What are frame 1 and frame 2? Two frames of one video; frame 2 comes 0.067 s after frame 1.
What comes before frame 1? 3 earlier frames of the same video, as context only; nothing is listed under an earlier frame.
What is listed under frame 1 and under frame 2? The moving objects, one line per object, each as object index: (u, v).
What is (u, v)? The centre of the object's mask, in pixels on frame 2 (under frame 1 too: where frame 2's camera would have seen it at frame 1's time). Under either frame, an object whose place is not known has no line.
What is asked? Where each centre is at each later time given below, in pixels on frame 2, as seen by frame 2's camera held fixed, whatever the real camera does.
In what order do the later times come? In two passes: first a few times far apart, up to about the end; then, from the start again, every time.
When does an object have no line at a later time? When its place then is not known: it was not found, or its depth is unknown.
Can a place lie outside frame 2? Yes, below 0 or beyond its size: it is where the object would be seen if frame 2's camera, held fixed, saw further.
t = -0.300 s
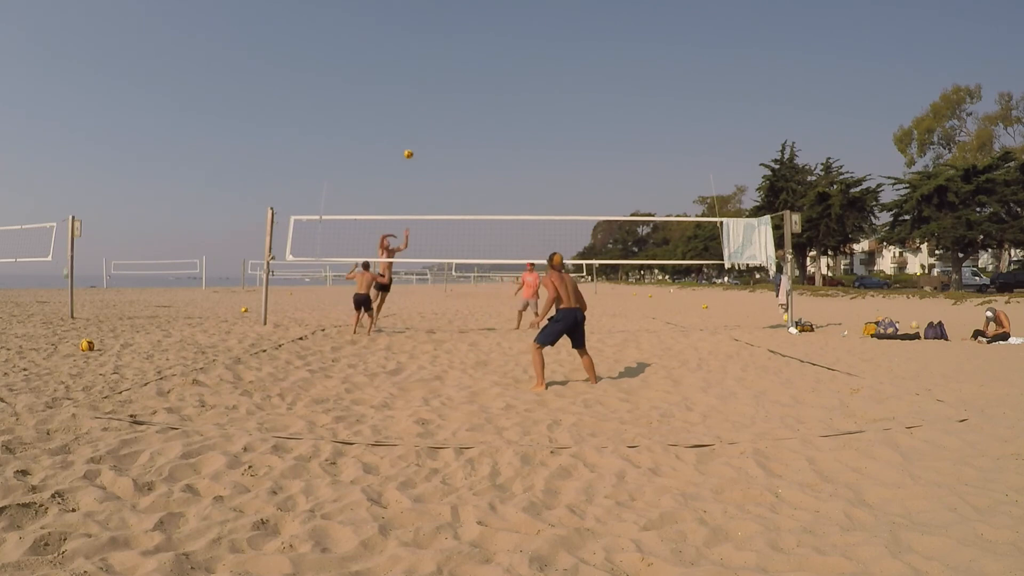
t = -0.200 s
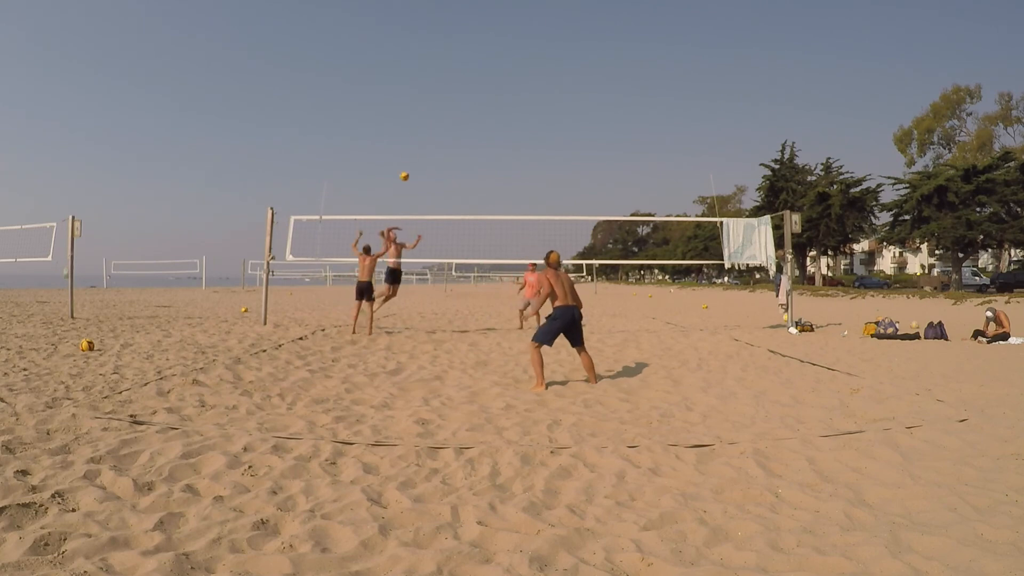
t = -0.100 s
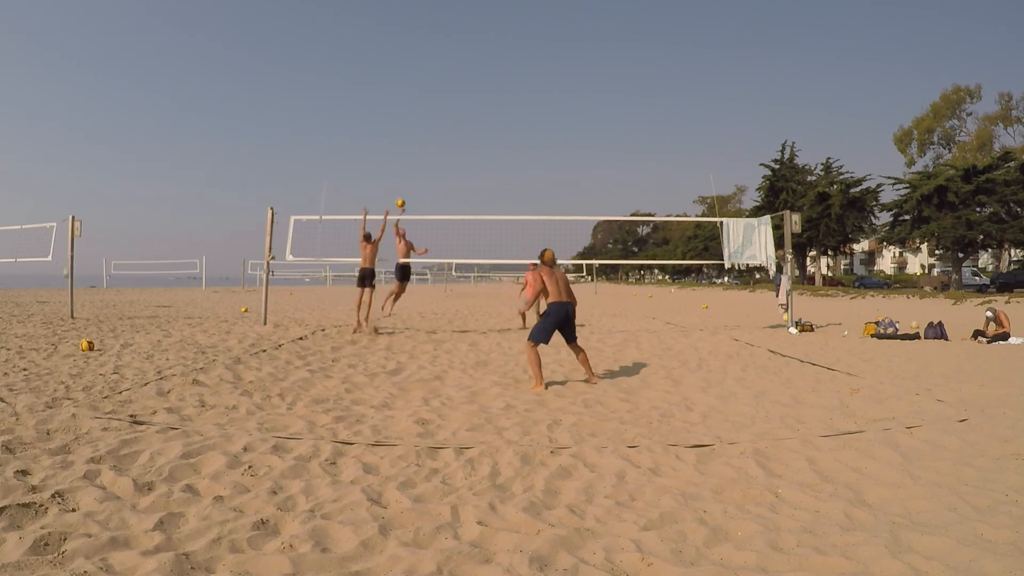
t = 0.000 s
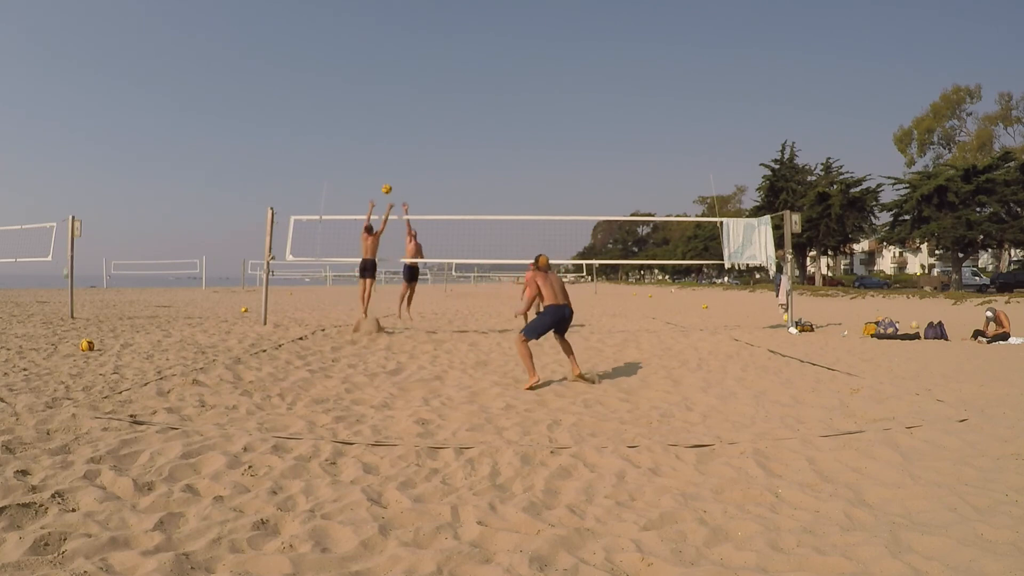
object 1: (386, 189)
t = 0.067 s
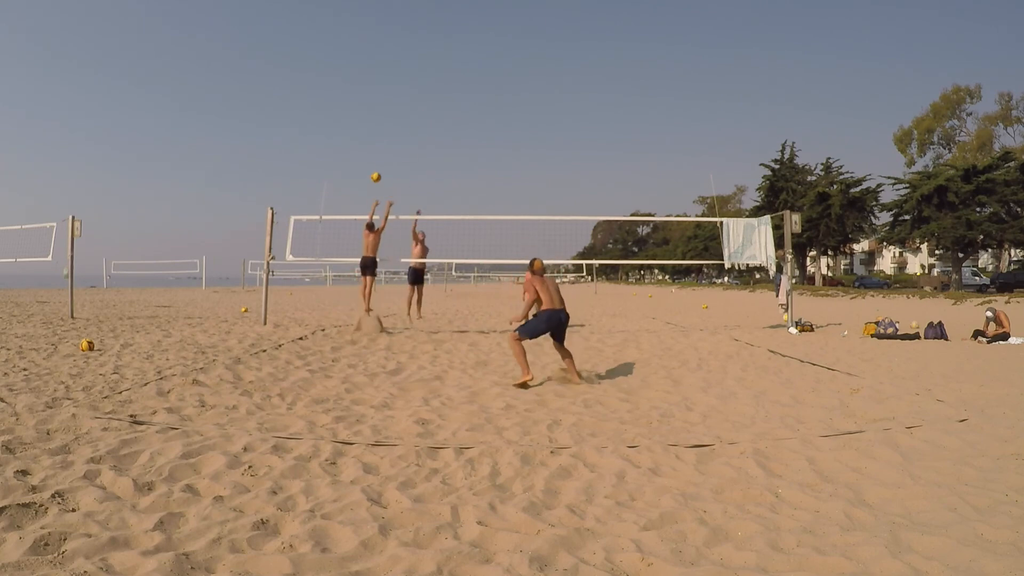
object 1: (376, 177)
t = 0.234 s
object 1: (344, 156)
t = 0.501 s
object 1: (280, 152)
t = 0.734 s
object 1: (202, 196)
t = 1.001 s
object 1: (84, 345)
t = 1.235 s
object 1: (9, 284)
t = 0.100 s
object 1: (370, 172)
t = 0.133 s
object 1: (364, 167)
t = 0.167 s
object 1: (358, 163)
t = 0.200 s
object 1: (351, 159)
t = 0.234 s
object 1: (344, 156)
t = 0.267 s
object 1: (338, 153)
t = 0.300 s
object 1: (330, 150)
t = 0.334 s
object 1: (323, 149)
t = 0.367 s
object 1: (315, 148)
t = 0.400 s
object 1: (307, 148)
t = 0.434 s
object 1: (298, 148)
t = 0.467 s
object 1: (289, 149)
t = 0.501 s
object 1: (280, 152)
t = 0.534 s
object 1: (270, 155)
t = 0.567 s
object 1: (260, 158)
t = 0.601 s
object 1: (250, 164)
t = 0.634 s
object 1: (239, 170)
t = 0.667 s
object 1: (227, 177)
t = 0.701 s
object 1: (215, 186)
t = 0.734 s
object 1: (202, 196)
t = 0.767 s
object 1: (189, 208)
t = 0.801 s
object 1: (176, 221)
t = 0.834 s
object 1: (161, 237)
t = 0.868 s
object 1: (147, 254)
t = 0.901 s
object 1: (132, 273)
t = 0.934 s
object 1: (116, 295)
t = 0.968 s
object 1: (101, 318)
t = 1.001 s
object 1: (84, 345)
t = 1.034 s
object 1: (68, 374)
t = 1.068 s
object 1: (57, 372)
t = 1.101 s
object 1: (47, 354)
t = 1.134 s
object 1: (37, 335)
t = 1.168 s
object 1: (27, 318)
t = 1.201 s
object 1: (17, 300)
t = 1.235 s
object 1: (9, 284)
